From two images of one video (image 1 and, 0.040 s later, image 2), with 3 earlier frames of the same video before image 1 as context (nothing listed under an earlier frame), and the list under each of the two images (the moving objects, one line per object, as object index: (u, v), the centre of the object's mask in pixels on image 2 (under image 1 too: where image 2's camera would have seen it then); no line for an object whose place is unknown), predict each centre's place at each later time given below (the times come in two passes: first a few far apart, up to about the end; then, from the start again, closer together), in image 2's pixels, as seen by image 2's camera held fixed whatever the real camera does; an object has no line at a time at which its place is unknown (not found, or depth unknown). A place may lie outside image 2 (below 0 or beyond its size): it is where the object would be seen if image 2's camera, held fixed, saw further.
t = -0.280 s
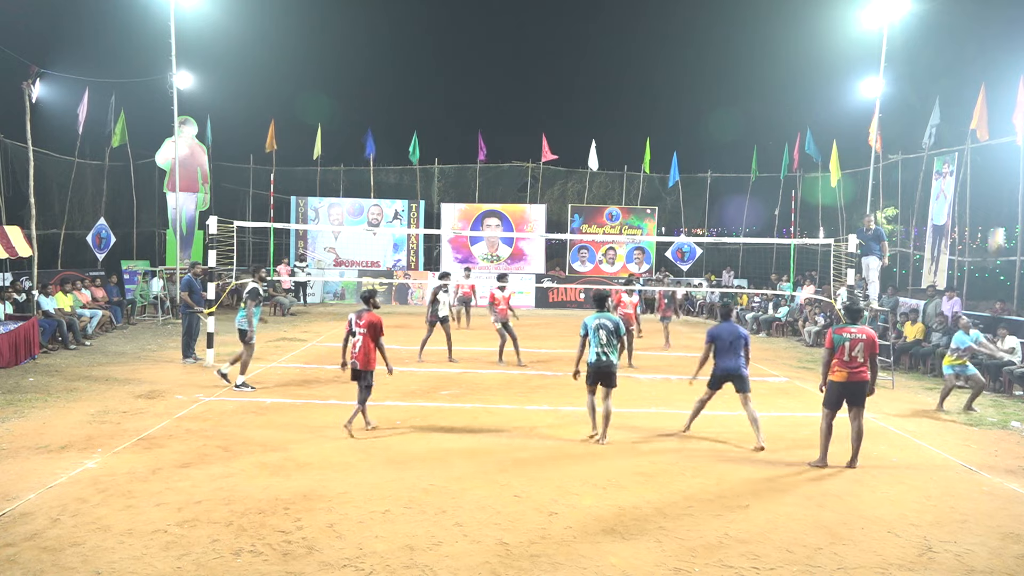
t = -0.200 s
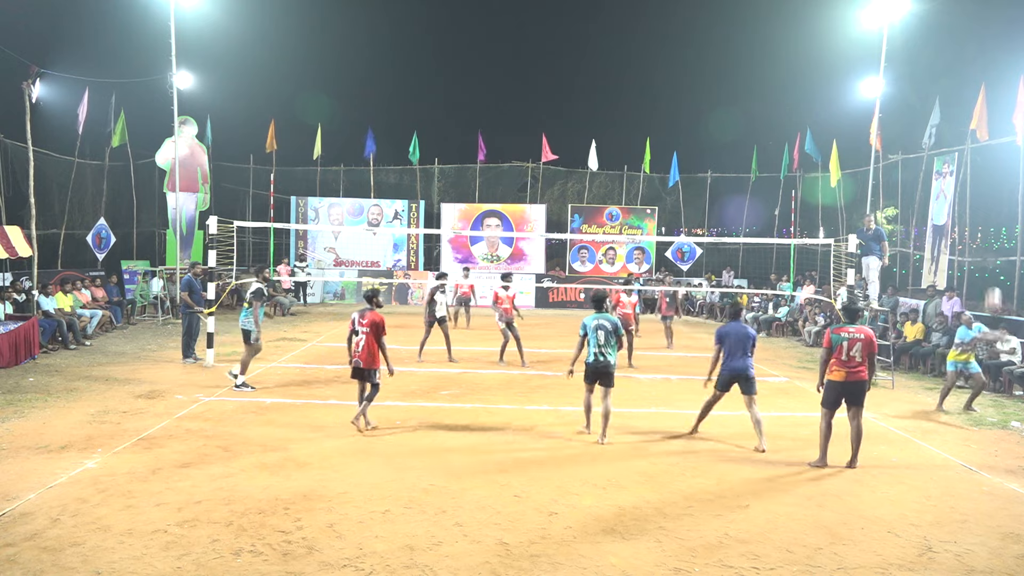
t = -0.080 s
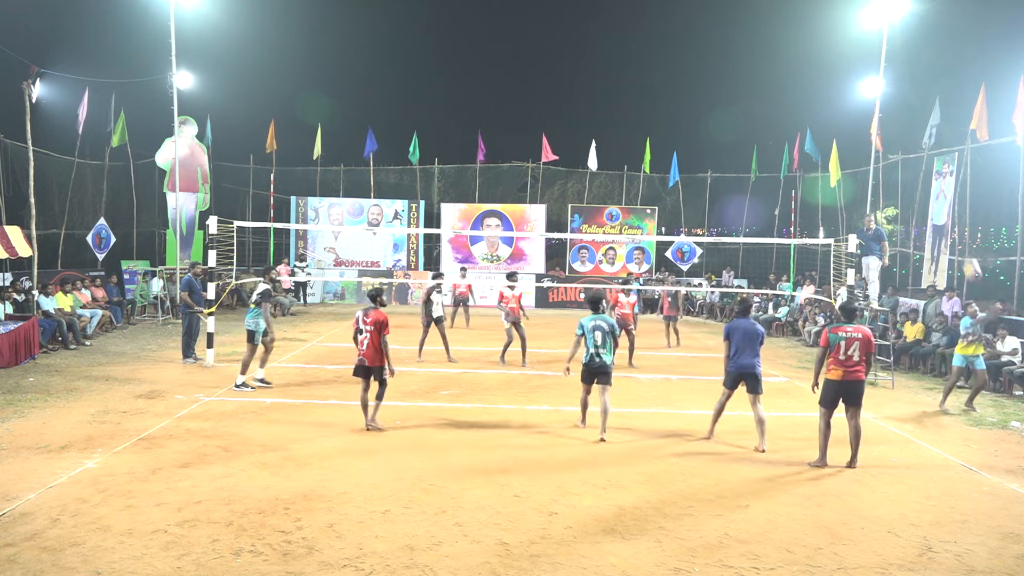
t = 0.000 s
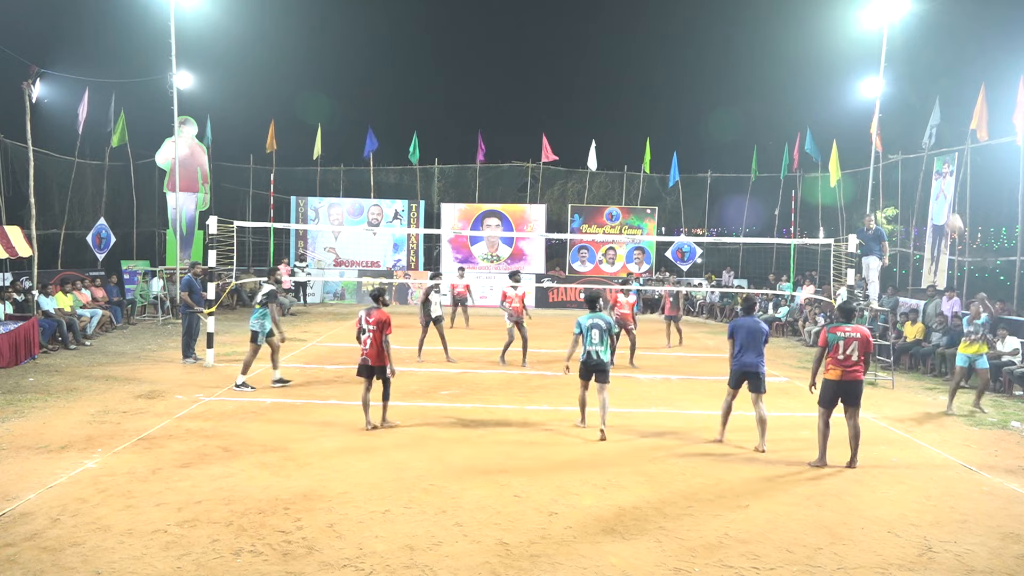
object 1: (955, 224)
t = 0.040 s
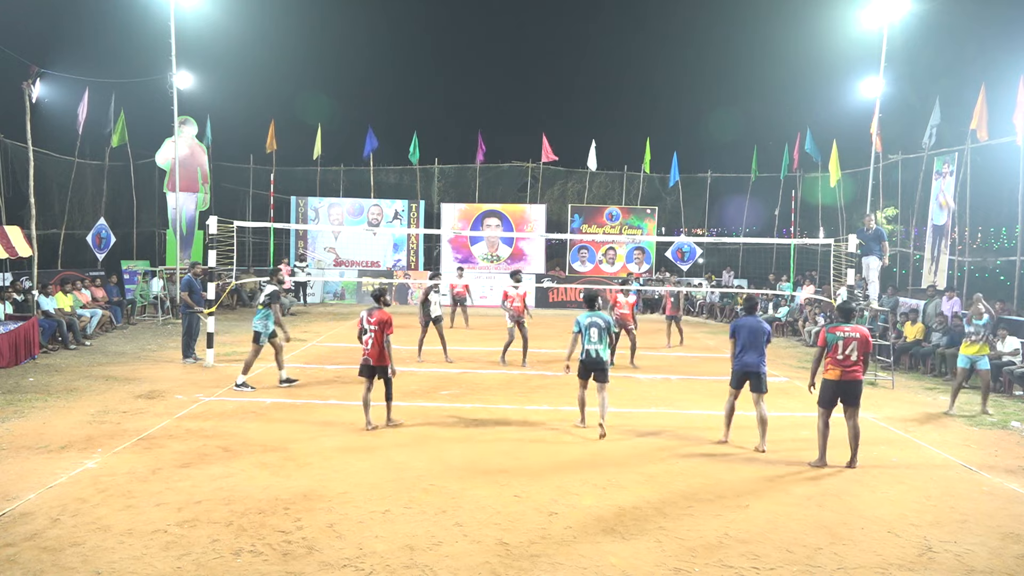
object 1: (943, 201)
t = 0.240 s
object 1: (893, 113)
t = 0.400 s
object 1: (850, 61)
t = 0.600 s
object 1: (795, 22)
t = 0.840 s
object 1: (724, 14)
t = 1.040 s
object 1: (661, 42)
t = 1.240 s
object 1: (598, 102)
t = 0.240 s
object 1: (893, 113)
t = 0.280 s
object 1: (885, 98)
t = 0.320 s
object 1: (874, 86)
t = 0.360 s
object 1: (862, 71)
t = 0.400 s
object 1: (850, 61)
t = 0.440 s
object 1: (840, 51)
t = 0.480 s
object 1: (829, 42)
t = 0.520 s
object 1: (817, 34)
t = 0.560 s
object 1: (806, 28)
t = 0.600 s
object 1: (795, 22)
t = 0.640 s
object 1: (783, 17)
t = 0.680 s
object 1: (771, 14)
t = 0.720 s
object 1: (759, 12)
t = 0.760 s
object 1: (748, 12)
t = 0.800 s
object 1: (735, 12)
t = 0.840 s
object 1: (724, 14)
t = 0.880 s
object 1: (711, 17)
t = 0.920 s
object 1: (699, 21)
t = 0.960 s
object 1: (686, 27)
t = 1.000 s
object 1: (674, 34)
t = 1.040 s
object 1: (661, 42)
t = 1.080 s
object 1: (649, 51)
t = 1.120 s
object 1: (636, 62)
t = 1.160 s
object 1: (624, 74)
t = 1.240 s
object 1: (598, 102)
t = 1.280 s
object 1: (585, 118)
